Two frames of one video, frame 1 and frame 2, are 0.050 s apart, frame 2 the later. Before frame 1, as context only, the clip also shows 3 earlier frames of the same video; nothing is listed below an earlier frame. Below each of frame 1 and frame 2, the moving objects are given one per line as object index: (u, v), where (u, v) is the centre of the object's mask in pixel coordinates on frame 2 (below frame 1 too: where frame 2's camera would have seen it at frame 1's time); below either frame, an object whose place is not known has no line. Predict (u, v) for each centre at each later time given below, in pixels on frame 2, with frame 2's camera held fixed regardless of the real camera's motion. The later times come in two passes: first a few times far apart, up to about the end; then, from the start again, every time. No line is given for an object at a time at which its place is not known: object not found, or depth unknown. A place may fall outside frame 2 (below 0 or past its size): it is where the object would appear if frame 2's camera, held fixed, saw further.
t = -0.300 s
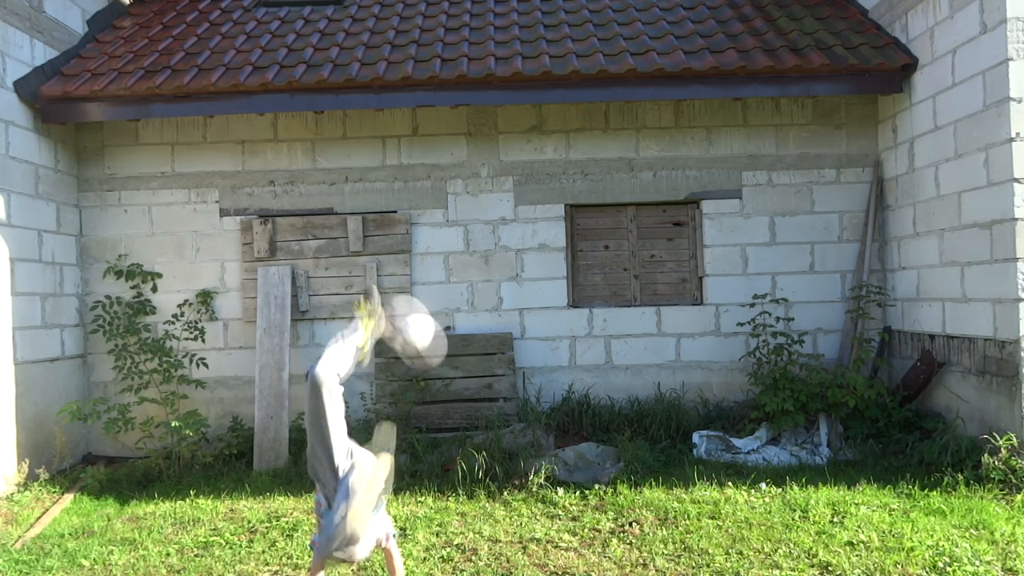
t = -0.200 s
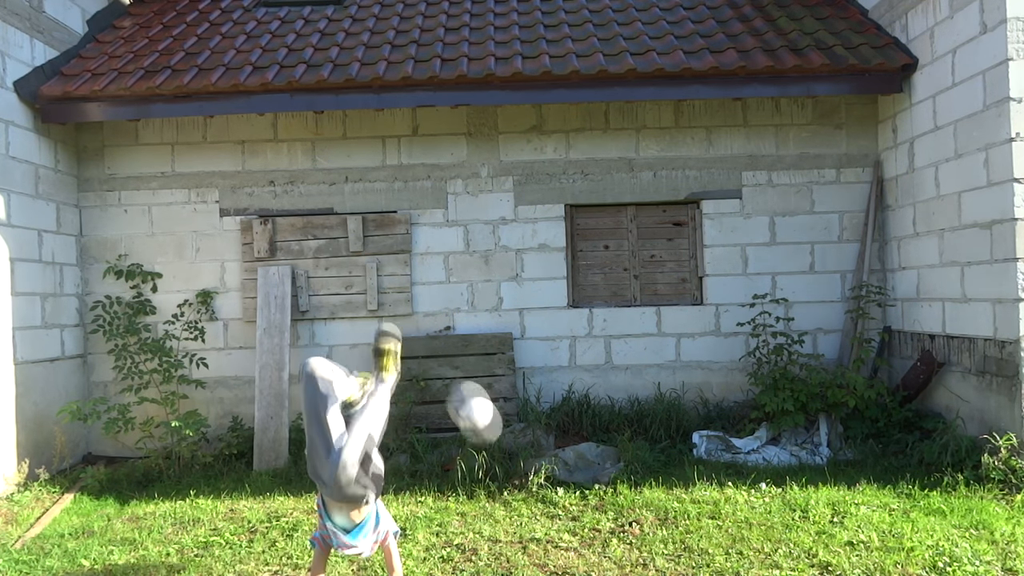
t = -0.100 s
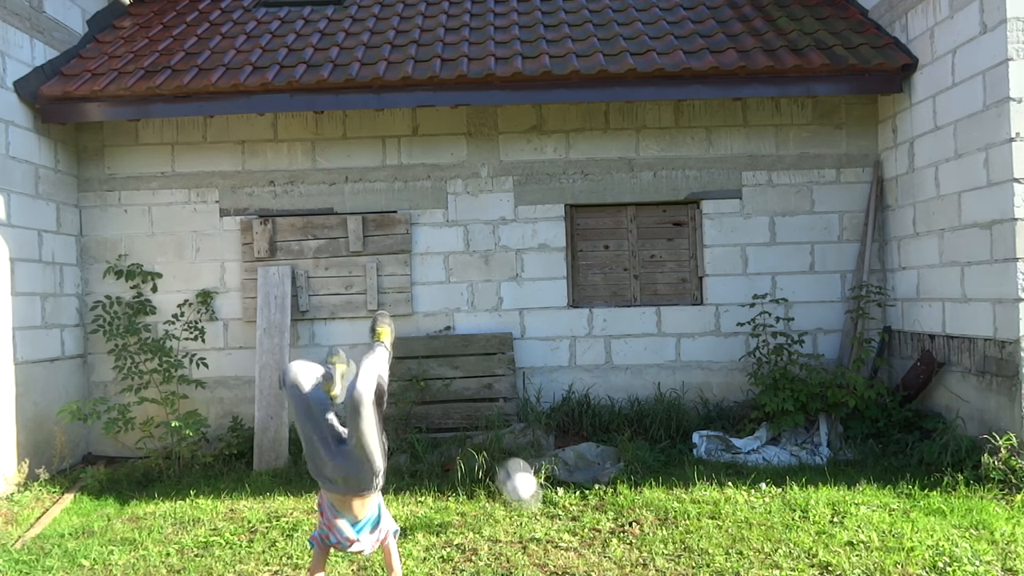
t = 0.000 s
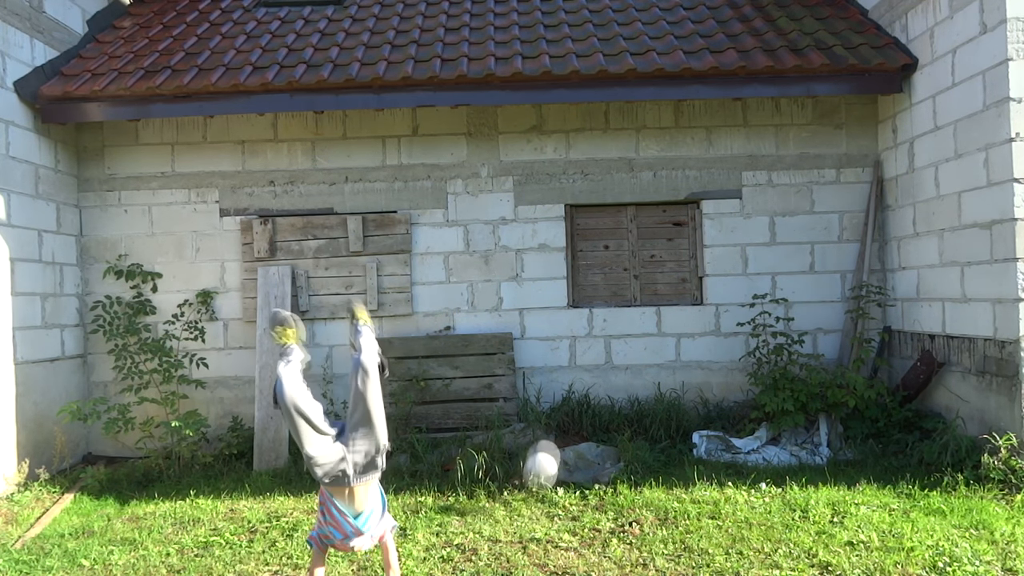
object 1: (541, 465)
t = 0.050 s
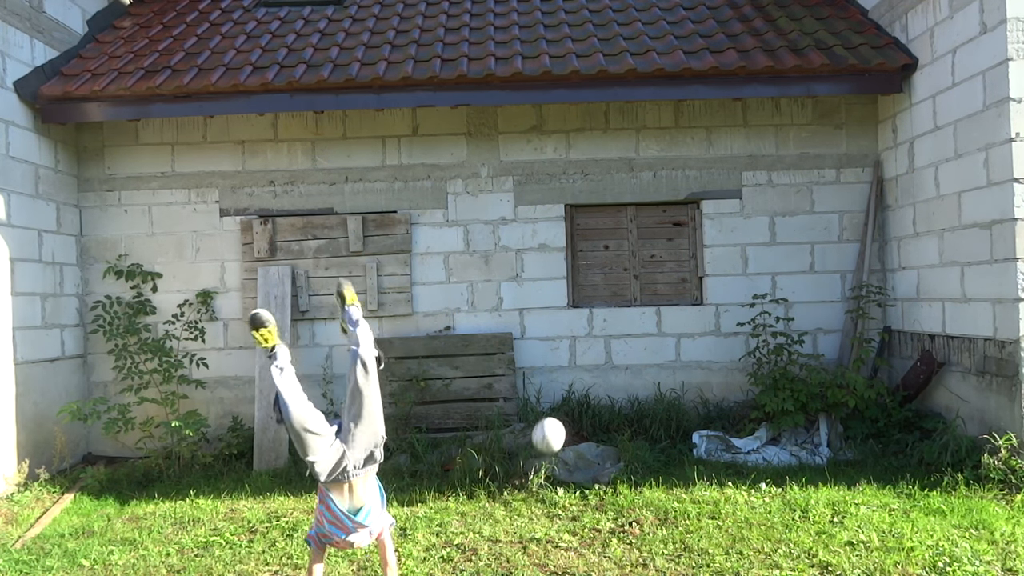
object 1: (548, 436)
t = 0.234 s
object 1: (571, 371)
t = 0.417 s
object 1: (590, 356)
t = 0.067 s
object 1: (551, 427)
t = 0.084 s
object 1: (552, 422)
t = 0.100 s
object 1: (554, 415)
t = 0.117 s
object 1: (556, 406)
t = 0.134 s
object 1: (558, 399)
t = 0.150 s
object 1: (561, 392)
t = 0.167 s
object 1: (563, 386)
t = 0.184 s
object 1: (564, 382)
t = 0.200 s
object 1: (566, 379)
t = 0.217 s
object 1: (569, 373)
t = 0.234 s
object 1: (571, 371)
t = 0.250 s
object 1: (573, 367)
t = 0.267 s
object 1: (575, 364)
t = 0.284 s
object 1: (576, 361)
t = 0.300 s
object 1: (578, 359)
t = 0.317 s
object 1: (580, 358)
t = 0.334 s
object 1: (581, 357)
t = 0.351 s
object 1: (583, 356)
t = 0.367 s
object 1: (585, 356)
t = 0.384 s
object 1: (587, 356)
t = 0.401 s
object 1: (588, 356)
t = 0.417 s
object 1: (590, 356)
